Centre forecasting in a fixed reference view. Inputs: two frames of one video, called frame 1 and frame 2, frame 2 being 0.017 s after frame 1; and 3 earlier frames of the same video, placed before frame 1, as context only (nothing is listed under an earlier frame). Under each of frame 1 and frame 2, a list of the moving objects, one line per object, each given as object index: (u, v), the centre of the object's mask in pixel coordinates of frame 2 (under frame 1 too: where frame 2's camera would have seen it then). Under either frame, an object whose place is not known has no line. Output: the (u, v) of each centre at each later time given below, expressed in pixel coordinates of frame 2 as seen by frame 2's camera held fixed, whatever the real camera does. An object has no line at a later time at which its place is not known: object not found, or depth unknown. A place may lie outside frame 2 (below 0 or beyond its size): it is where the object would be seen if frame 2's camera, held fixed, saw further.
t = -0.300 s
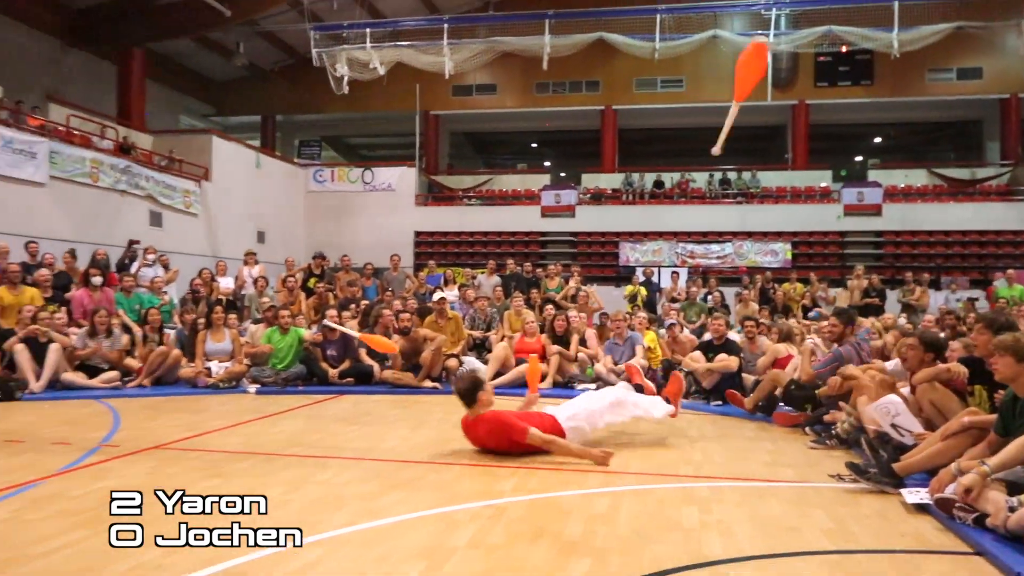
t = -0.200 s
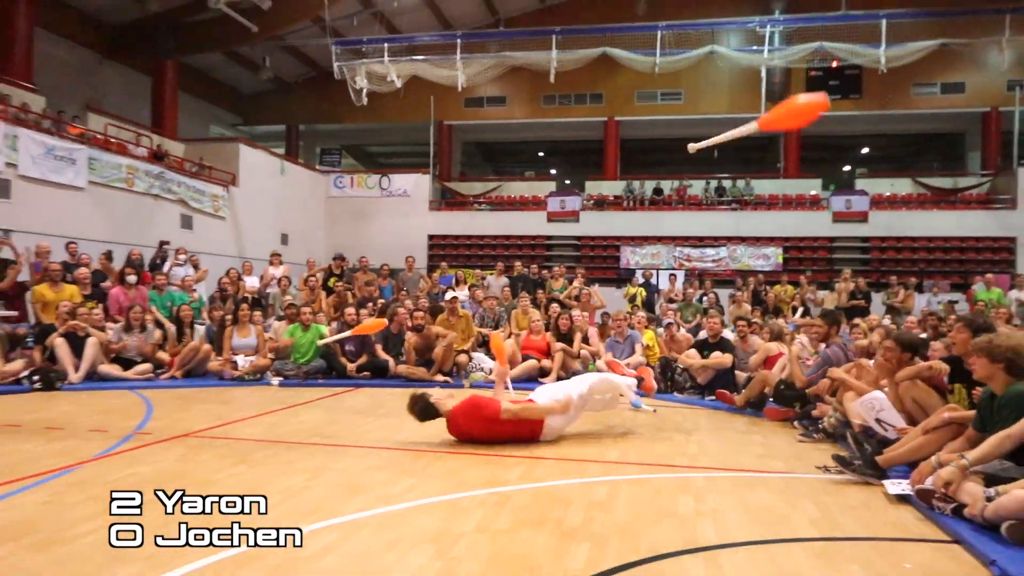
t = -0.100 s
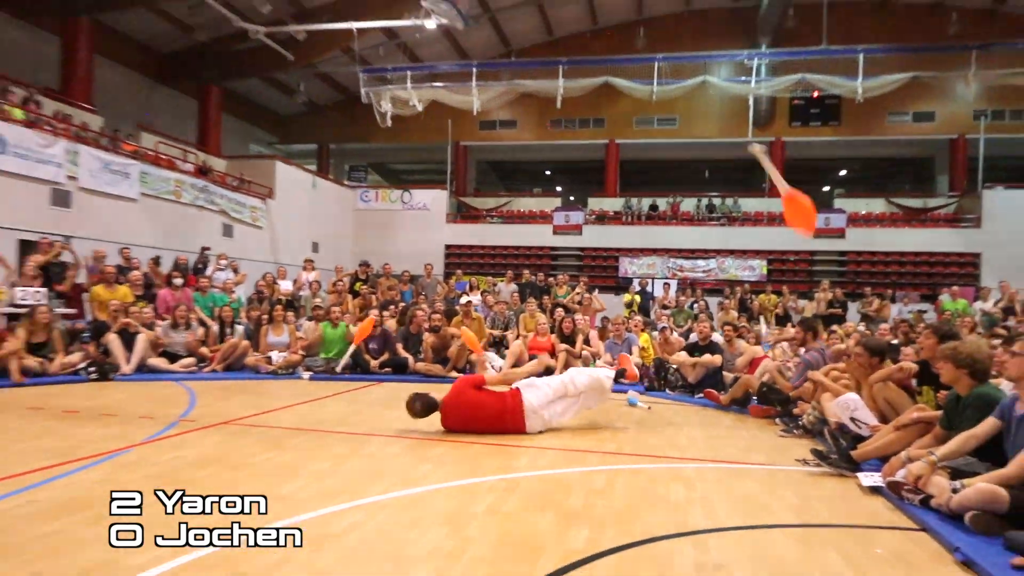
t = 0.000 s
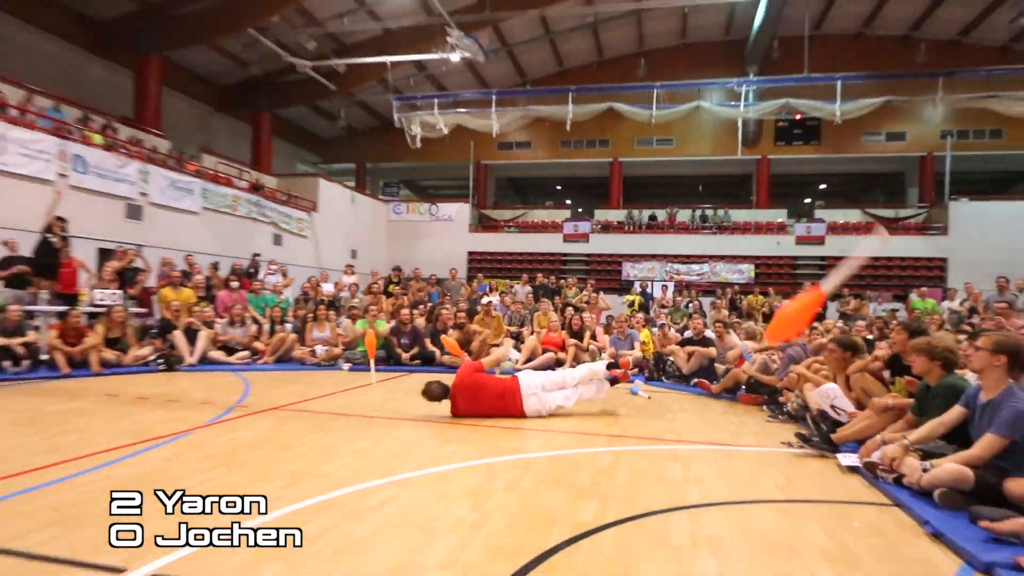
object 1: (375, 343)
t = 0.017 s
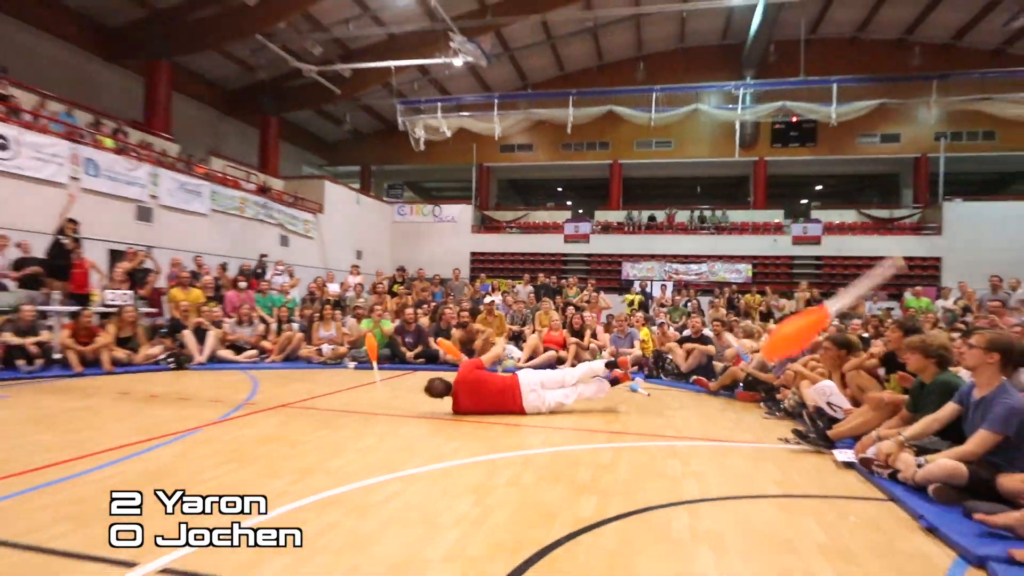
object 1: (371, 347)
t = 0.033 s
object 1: (368, 351)
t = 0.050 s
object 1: (364, 356)
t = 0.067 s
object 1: (360, 361)
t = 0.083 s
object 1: (356, 366)
